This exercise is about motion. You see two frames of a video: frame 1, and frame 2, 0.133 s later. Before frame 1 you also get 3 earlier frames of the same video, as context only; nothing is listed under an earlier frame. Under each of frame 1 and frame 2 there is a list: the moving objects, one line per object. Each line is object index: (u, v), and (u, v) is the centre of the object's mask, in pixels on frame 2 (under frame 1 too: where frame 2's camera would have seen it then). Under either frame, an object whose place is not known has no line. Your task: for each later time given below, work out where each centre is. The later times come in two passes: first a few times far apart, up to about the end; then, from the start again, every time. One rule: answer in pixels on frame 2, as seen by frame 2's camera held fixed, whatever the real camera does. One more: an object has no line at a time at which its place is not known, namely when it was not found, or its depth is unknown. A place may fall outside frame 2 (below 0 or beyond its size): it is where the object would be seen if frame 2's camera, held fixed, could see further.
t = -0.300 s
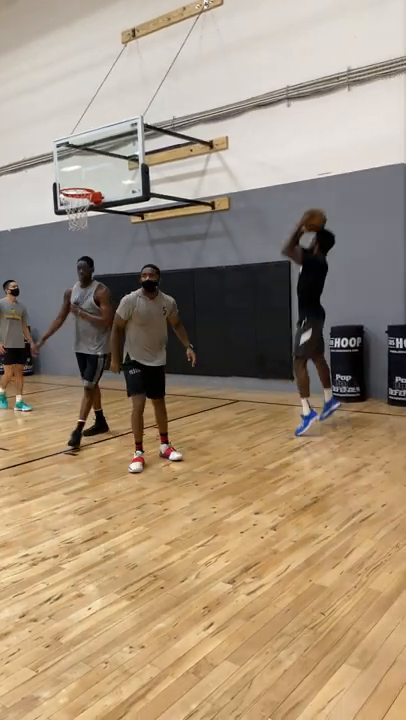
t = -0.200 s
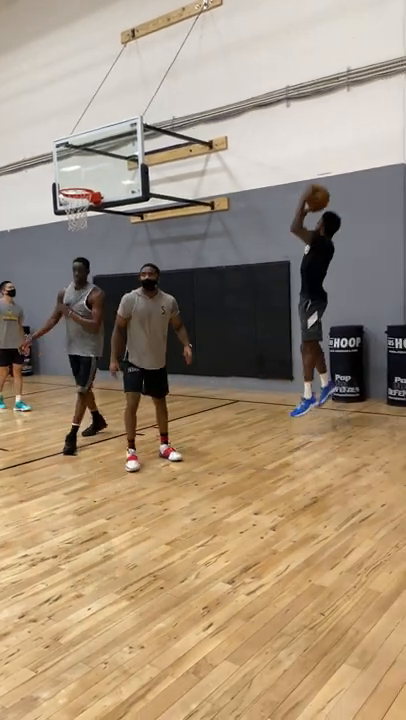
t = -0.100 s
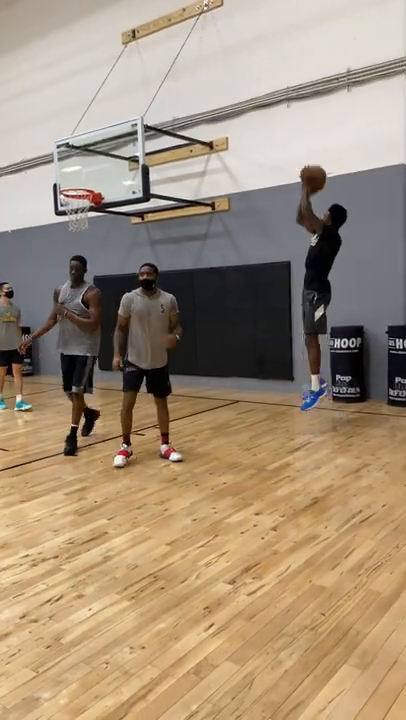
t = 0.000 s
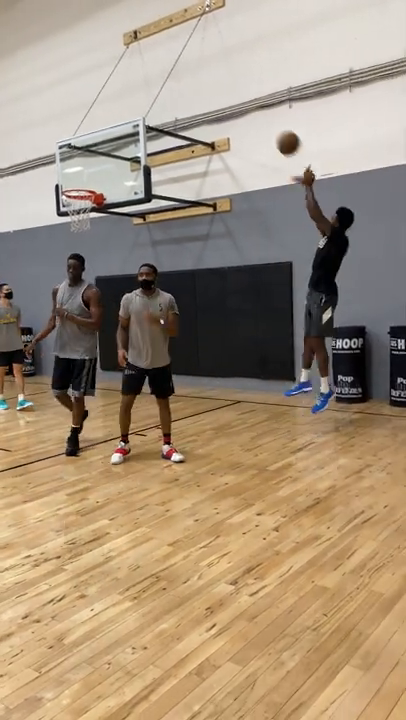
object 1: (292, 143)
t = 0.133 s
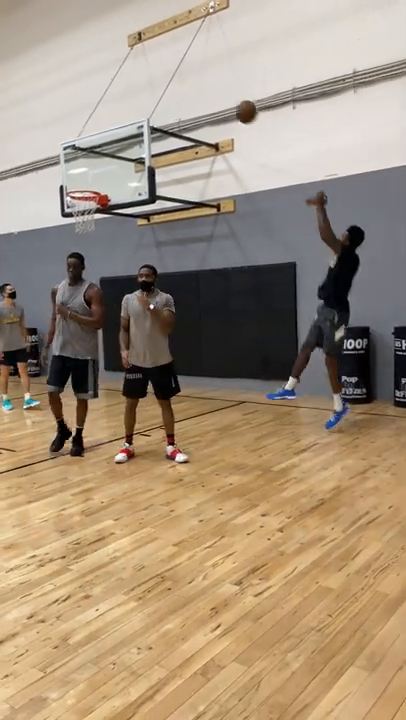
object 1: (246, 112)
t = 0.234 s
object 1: (214, 99)
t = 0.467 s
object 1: (151, 106)
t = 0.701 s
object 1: (99, 152)
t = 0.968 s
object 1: (101, 209)
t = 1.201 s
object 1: (105, 213)
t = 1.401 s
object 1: (107, 242)
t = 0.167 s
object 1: (235, 106)
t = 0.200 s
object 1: (224, 102)
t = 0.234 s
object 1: (214, 99)
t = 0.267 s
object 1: (205, 98)
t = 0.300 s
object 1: (195, 97)
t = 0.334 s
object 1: (186, 97)
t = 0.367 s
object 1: (177, 98)
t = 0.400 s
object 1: (168, 100)
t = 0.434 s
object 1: (160, 103)
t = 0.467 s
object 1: (151, 106)
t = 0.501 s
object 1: (143, 110)
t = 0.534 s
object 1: (136, 116)
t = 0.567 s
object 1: (128, 122)
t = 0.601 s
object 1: (120, 129)
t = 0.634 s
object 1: (113, 135)
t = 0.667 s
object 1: (107, 143)
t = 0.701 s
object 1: (99, 152)
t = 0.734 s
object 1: (93, 163)
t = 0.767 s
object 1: (87, 172)
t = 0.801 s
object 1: (82, 182)
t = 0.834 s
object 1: (76, 192)
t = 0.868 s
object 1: (79, 198)
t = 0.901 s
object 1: (88, 205)
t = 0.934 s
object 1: (96, 211)
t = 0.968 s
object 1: (101, 209)
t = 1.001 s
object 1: (102, 209)
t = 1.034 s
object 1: (103, 208)
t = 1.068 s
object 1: (104, 208)
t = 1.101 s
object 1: (104, 209)
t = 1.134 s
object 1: (103, 209)
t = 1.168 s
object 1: (104, 209)
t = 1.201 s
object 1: (105, 213)
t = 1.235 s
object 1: (105, 215)
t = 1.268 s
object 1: (105, 218)
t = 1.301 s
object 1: (105, 224)
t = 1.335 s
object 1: (105, 228)
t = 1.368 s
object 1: (106, 235)
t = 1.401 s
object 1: (107, 242)
